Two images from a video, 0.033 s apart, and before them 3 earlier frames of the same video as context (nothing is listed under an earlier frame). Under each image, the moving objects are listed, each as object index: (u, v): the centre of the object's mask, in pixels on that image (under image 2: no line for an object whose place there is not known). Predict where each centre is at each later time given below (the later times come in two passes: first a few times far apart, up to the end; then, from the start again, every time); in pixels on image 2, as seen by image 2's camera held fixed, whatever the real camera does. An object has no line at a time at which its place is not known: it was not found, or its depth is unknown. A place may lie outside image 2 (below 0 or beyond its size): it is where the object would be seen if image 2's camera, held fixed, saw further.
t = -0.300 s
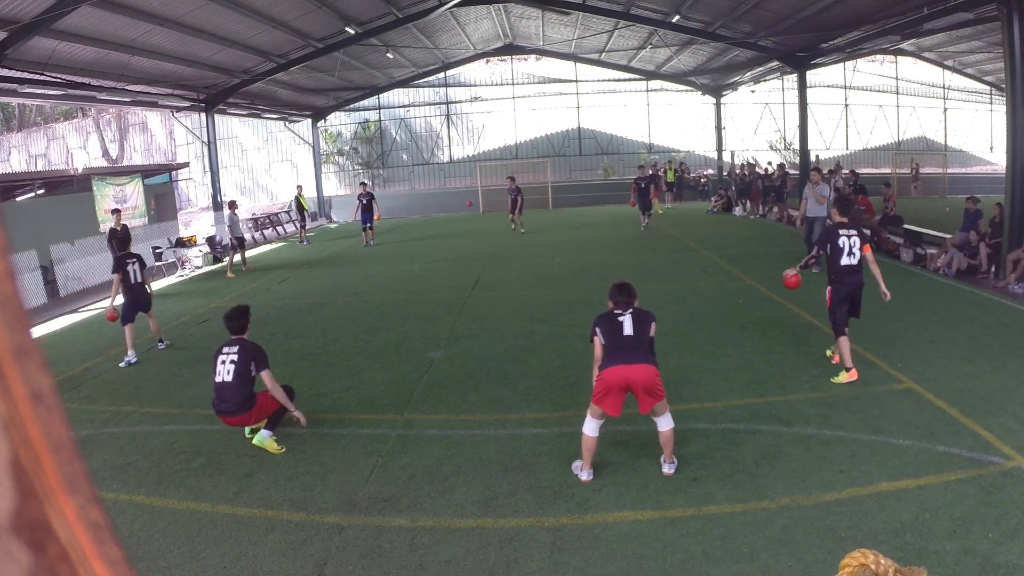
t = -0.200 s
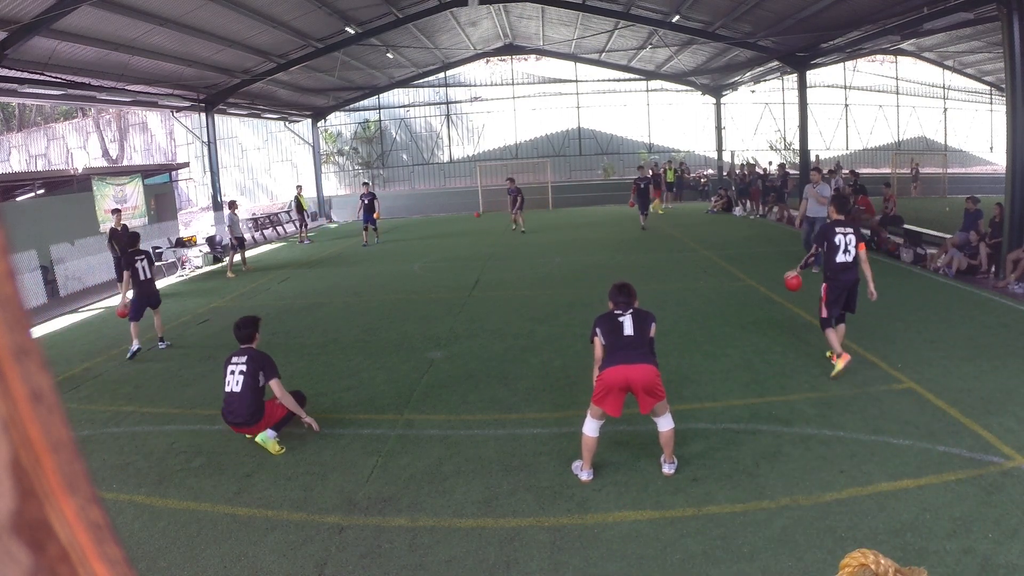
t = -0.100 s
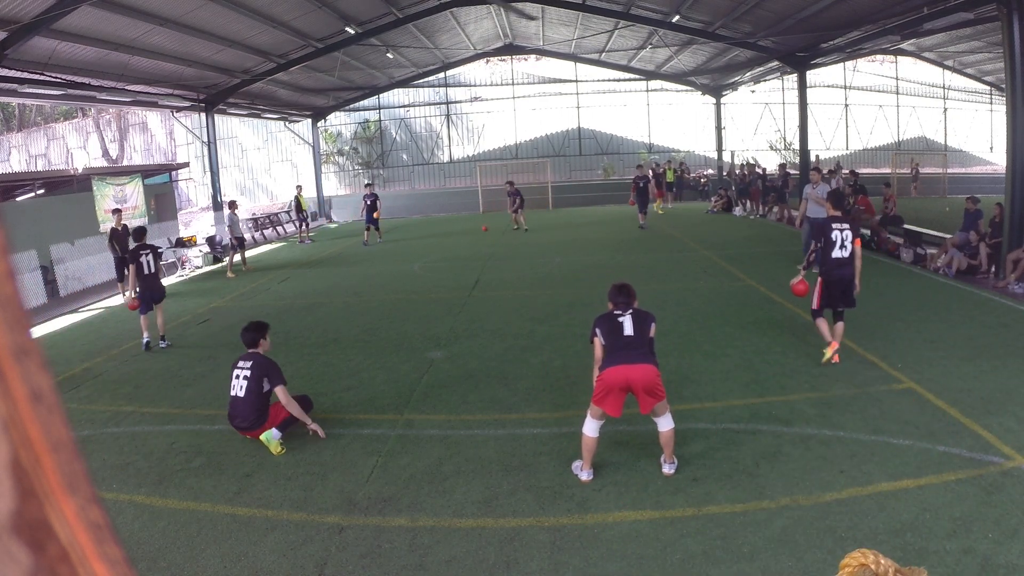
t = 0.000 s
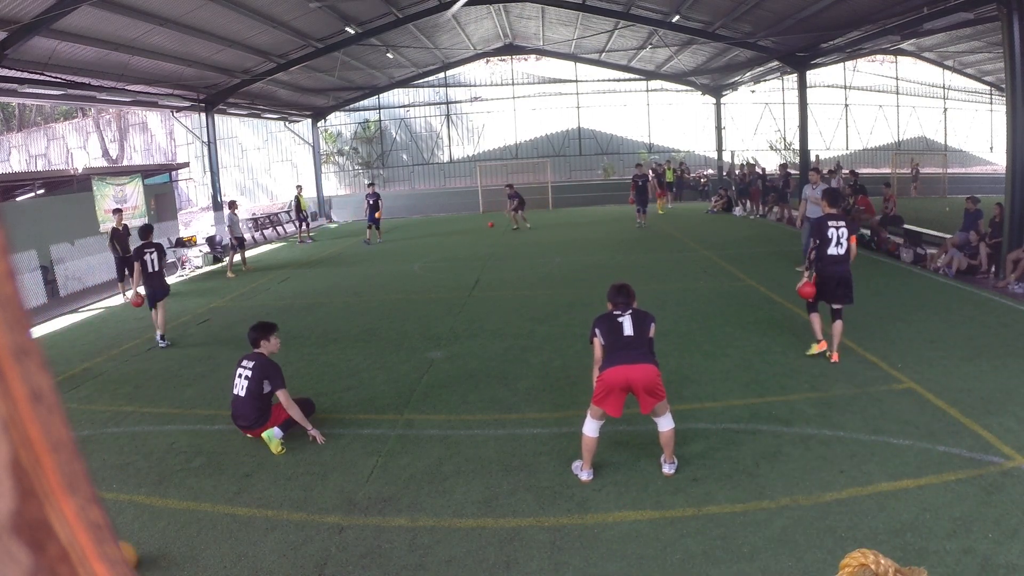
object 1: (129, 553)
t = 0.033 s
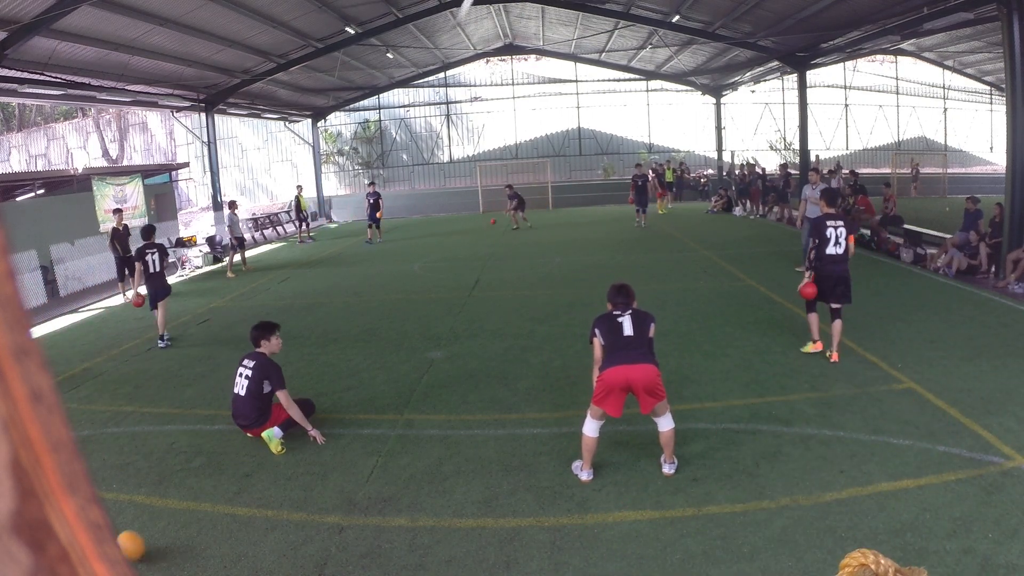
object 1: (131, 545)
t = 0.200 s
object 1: (173, 513)
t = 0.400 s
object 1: (222, 481)
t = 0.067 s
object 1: (137, 536)
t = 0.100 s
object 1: (146, 528)
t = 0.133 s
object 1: (155, 522)
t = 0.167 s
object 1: (163, 517)
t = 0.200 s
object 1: (173, 513)
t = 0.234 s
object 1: (182, 511)
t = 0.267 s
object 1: (191, 505)
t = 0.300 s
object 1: (198, 497)
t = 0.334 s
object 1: (206, 490)
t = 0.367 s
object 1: (214, 485)
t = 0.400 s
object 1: (222, 481)
